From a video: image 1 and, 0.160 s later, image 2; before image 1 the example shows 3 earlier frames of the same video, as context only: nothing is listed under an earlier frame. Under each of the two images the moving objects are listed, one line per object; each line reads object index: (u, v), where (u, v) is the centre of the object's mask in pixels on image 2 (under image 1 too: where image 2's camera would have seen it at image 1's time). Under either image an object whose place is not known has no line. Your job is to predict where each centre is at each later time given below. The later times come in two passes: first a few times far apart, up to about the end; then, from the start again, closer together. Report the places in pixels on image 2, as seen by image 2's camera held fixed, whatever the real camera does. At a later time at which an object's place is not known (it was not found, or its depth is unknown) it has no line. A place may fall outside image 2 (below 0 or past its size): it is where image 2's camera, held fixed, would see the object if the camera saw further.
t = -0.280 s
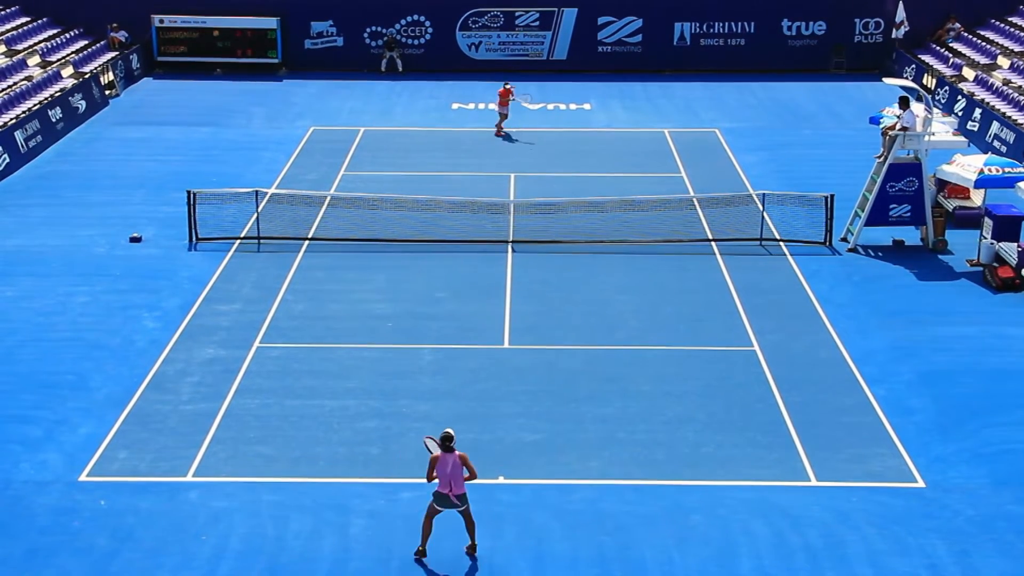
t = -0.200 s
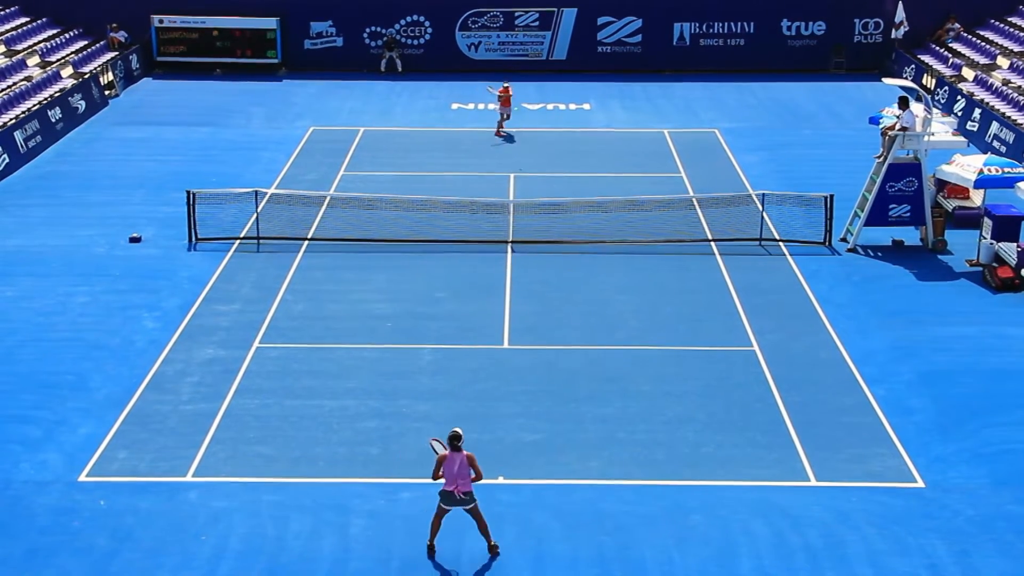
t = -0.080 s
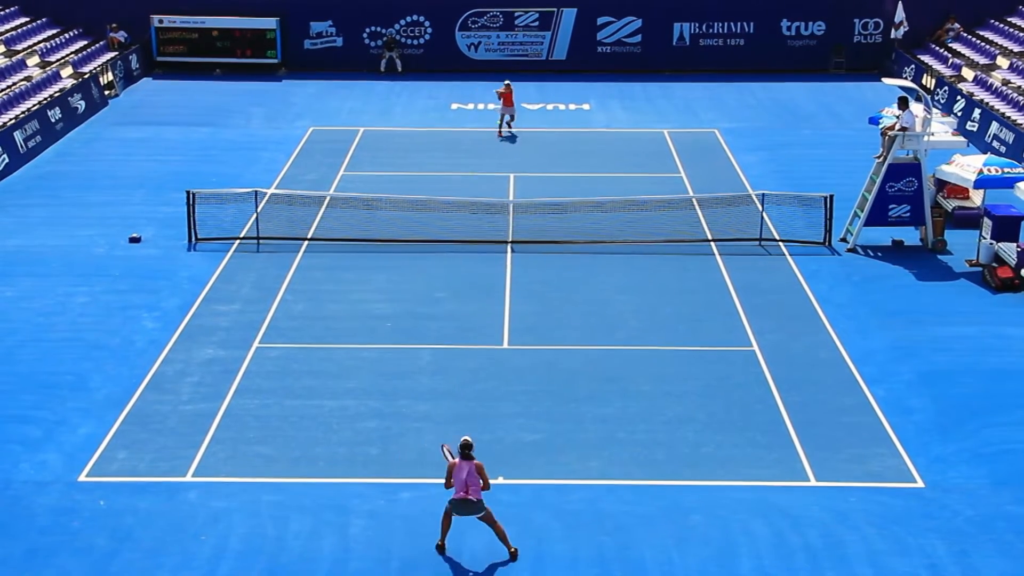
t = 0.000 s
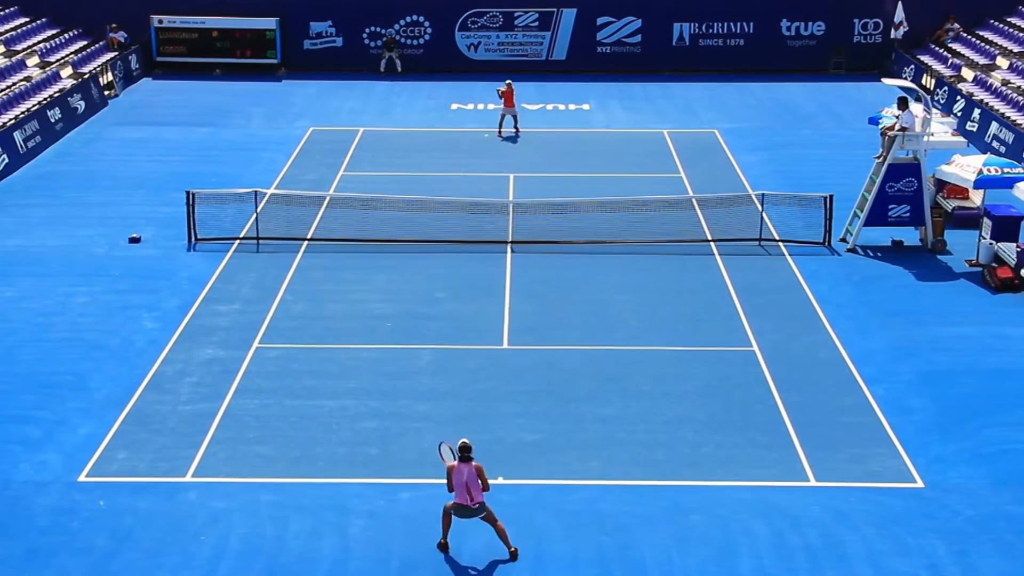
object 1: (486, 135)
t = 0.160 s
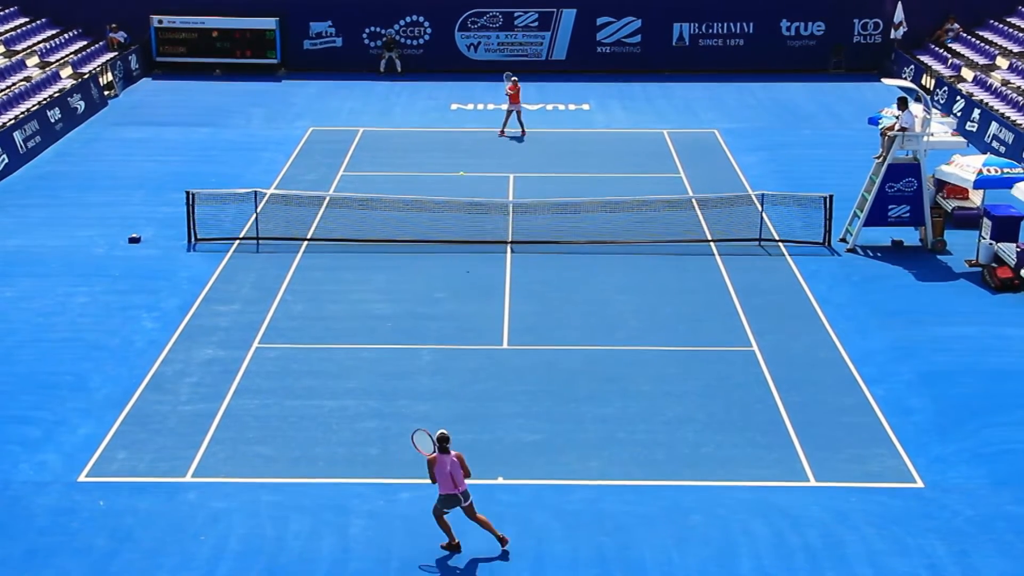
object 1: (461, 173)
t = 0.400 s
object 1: (421, 268)
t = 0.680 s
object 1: (366, 439)
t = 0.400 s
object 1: (421, 268)
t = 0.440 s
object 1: (414, 290)
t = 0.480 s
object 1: (406, 313)
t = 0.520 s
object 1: (399, 338)
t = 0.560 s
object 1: (391, 364)
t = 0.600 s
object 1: (383, 393)
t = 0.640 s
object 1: (375, 424)
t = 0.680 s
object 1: (366, 439)
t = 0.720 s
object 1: (360, 438)
